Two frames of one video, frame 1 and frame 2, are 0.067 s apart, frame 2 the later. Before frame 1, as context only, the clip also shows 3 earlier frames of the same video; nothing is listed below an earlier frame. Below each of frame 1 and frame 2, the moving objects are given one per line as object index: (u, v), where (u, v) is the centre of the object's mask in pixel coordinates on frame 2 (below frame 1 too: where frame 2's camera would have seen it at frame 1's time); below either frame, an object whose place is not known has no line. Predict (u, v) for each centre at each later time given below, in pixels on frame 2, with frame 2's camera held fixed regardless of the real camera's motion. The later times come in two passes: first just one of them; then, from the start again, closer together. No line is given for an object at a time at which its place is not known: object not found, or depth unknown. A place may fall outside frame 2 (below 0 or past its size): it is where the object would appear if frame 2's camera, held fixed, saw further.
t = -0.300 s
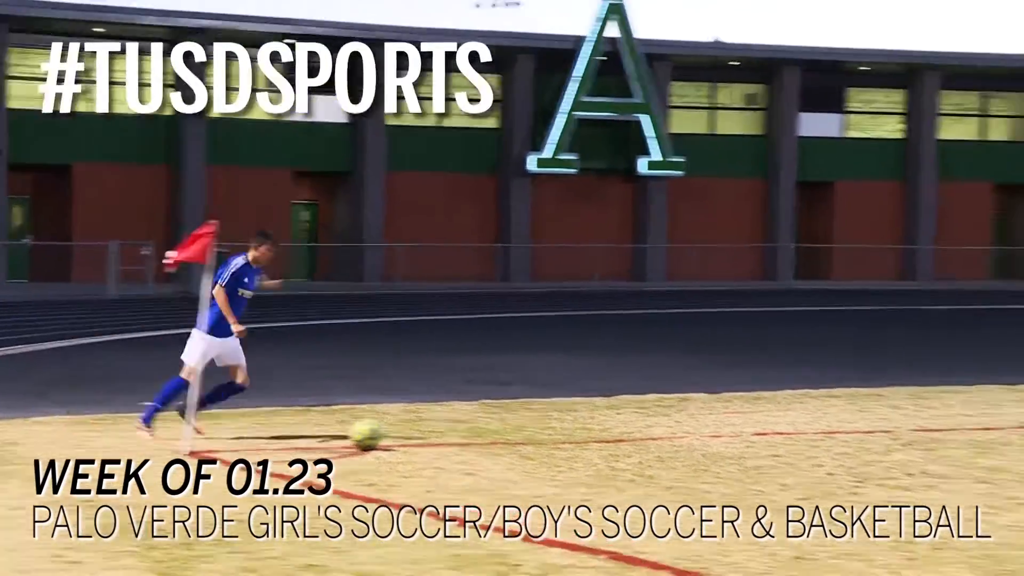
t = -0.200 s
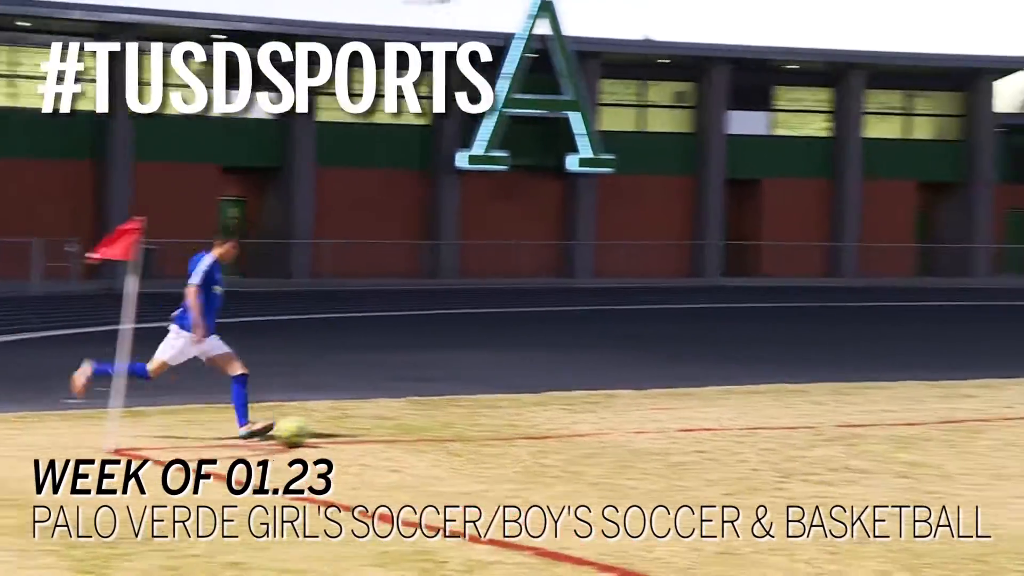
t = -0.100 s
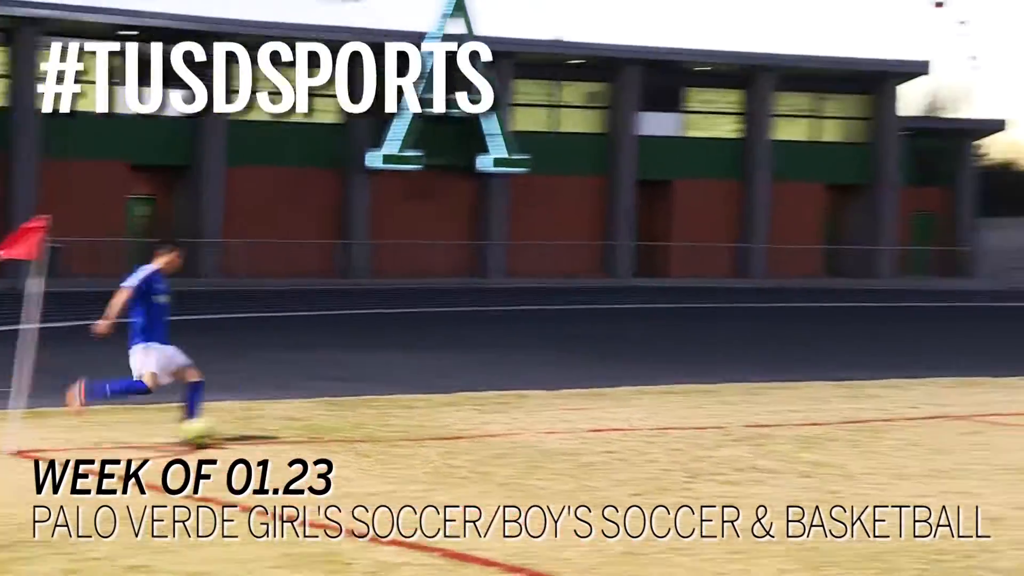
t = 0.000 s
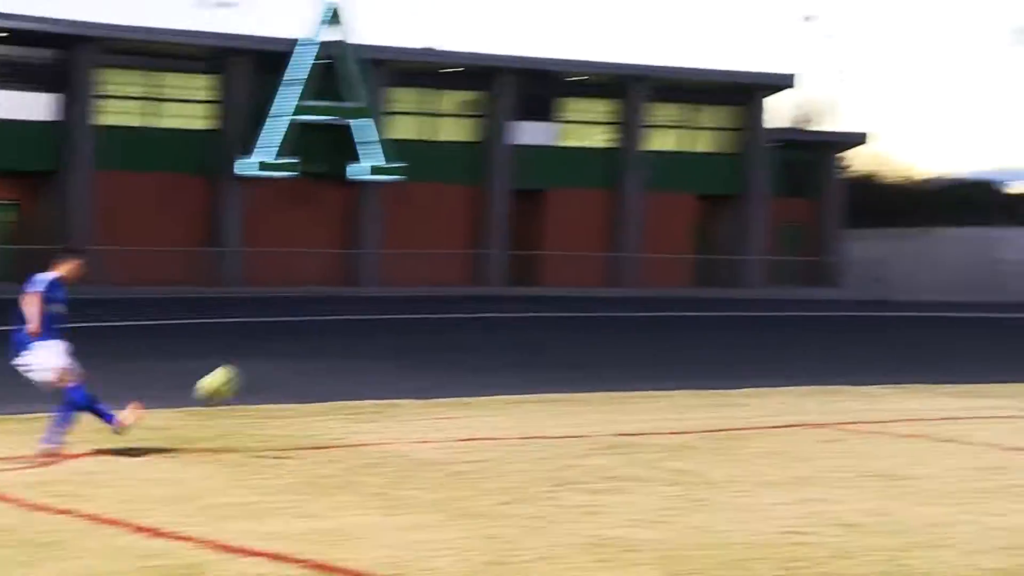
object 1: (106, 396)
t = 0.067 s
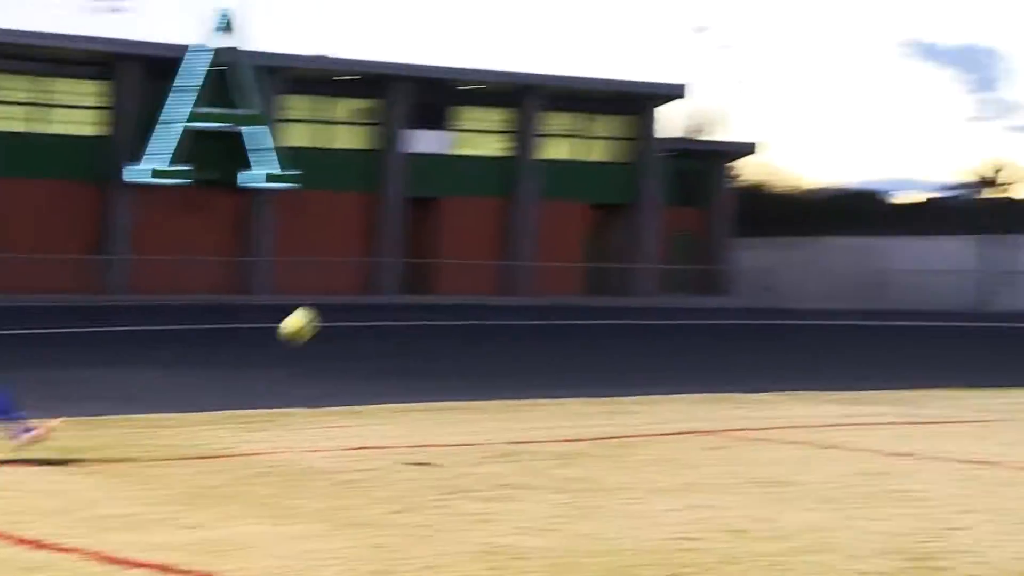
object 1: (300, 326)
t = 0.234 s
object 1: (709, 190)
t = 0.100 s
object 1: (388, 296)
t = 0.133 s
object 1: (473, 266)
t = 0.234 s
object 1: (709, 190)
